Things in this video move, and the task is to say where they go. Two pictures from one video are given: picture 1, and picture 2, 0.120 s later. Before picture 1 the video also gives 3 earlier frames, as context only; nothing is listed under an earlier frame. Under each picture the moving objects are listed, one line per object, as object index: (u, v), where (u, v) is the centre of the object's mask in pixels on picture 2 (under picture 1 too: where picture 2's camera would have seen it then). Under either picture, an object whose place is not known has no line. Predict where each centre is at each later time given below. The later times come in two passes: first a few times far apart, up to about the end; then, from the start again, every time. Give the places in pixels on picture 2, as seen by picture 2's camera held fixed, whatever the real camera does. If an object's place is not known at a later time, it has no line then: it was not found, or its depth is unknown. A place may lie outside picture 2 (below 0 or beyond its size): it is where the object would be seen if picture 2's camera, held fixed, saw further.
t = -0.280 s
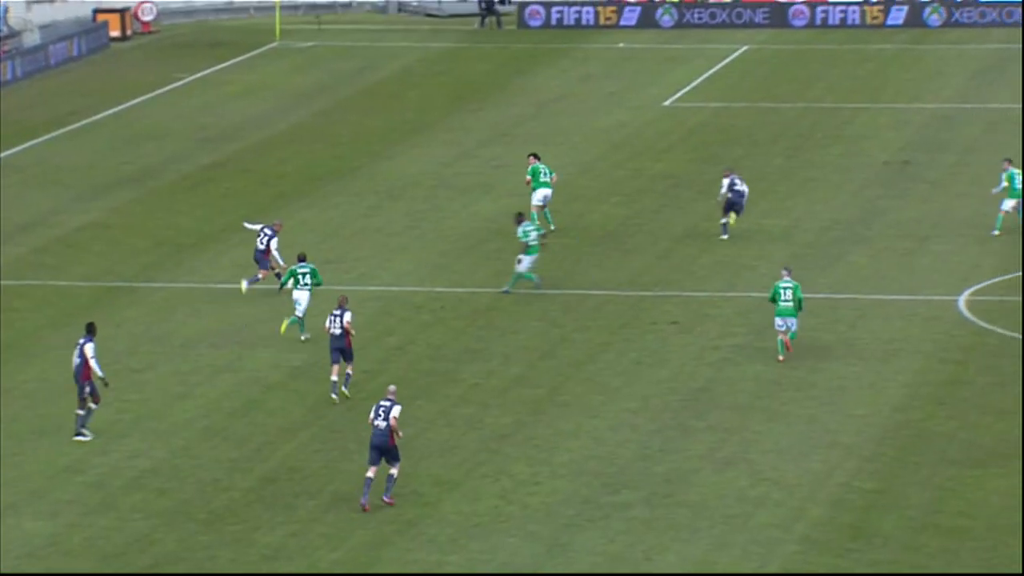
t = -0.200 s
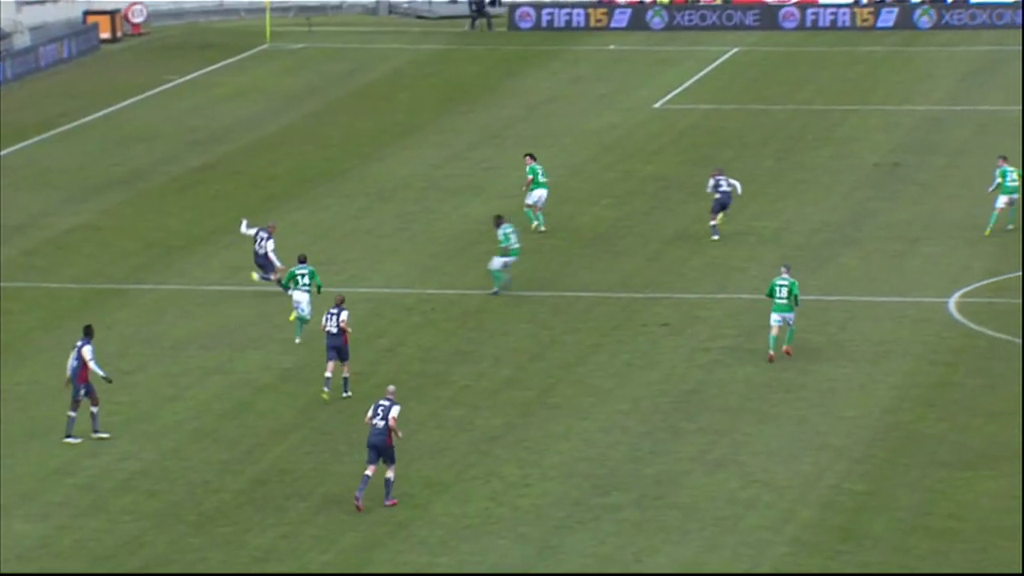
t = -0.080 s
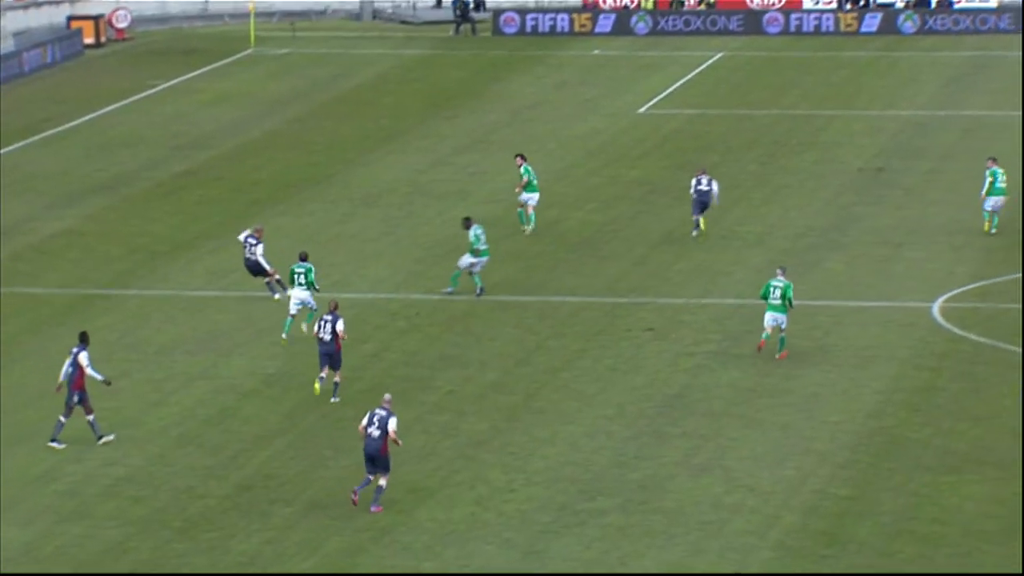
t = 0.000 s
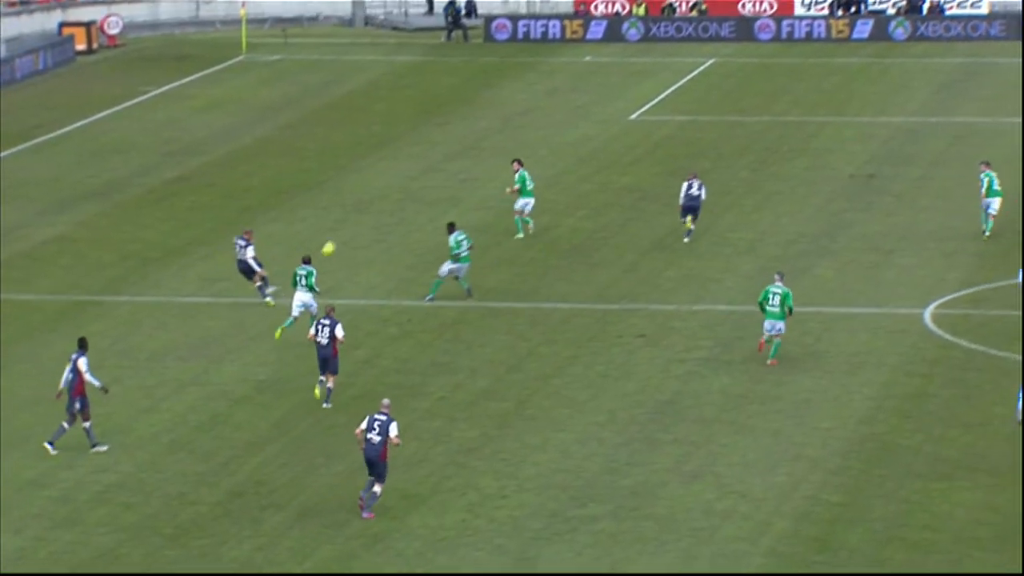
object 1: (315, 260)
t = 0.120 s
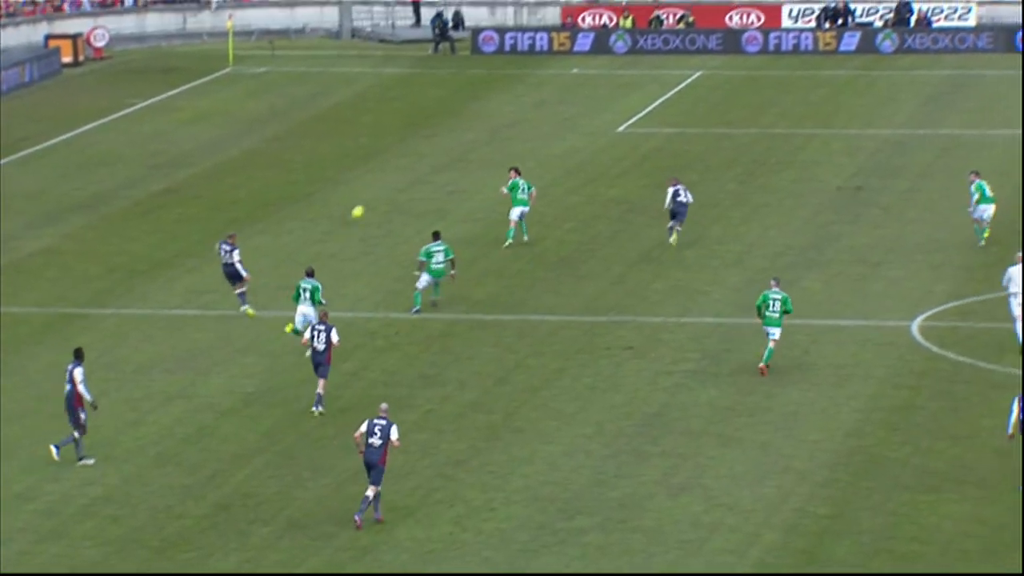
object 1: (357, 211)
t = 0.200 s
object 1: (381, 183)
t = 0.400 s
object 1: (430, 123)
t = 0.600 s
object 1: (467, 78)
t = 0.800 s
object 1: (496, 48)
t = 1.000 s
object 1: (517, 31)
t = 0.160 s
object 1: (369, 197)
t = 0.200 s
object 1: (381, 183)
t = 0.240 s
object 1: (392, 170)
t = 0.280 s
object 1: (402, 157)
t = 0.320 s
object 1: (412, 146)
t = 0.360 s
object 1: (422, 134)
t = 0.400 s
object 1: (430, 123)
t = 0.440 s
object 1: (439, 113)
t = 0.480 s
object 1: (446, 103)
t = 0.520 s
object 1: (453, 94)
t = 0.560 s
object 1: (461, 86)
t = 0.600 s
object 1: (467, 78)
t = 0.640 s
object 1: (474, 70)
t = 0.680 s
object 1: (480, 64)
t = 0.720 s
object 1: (485, 58)
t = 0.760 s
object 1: (491, 52)
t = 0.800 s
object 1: (496, 48)
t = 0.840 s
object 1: (501, 44)
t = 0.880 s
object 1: (504, 40)
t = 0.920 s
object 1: (509, 37)
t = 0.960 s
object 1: (513, 34)
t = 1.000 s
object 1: (517, 31)
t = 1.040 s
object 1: (520, 31)
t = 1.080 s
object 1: (523, 30)
